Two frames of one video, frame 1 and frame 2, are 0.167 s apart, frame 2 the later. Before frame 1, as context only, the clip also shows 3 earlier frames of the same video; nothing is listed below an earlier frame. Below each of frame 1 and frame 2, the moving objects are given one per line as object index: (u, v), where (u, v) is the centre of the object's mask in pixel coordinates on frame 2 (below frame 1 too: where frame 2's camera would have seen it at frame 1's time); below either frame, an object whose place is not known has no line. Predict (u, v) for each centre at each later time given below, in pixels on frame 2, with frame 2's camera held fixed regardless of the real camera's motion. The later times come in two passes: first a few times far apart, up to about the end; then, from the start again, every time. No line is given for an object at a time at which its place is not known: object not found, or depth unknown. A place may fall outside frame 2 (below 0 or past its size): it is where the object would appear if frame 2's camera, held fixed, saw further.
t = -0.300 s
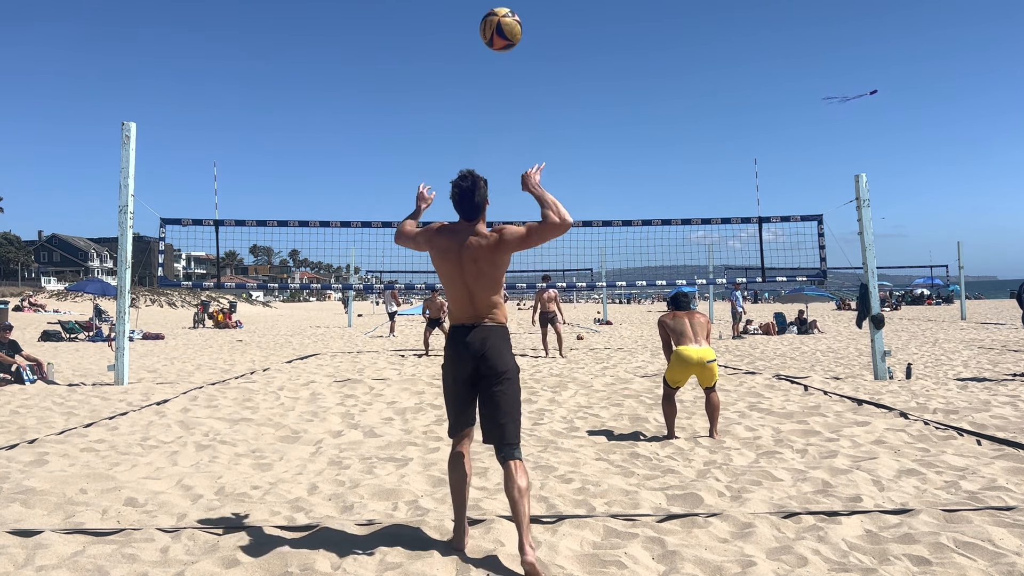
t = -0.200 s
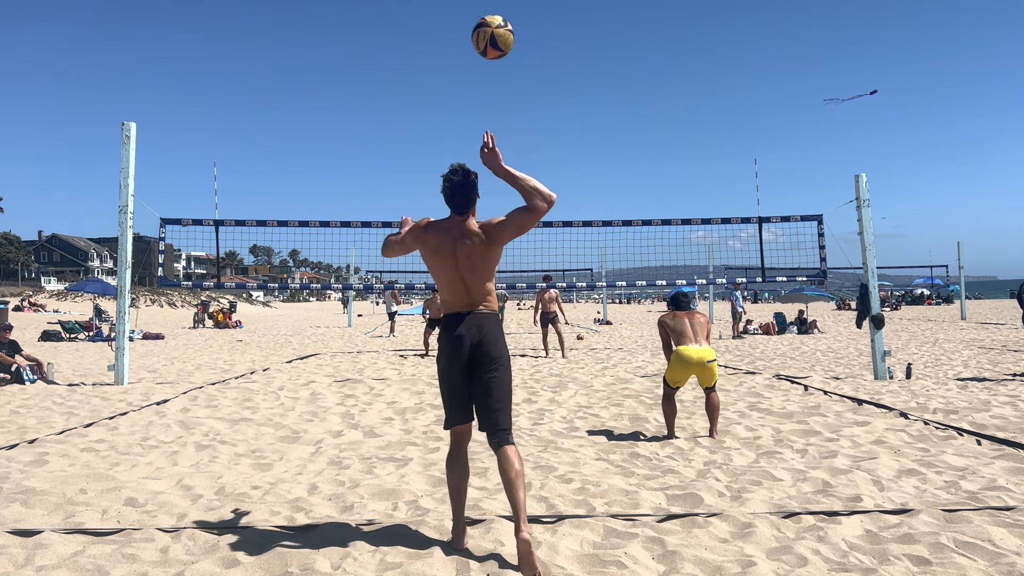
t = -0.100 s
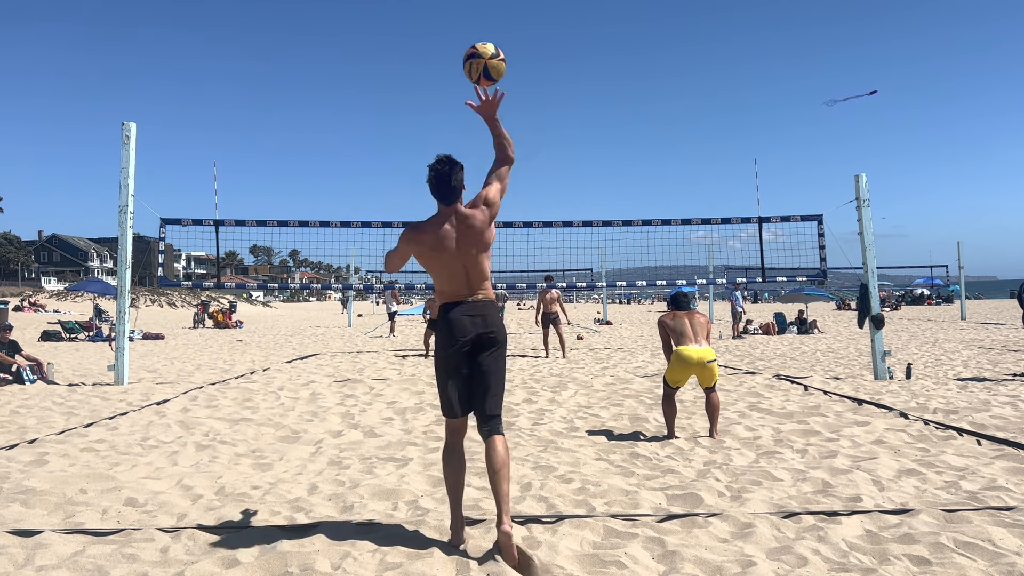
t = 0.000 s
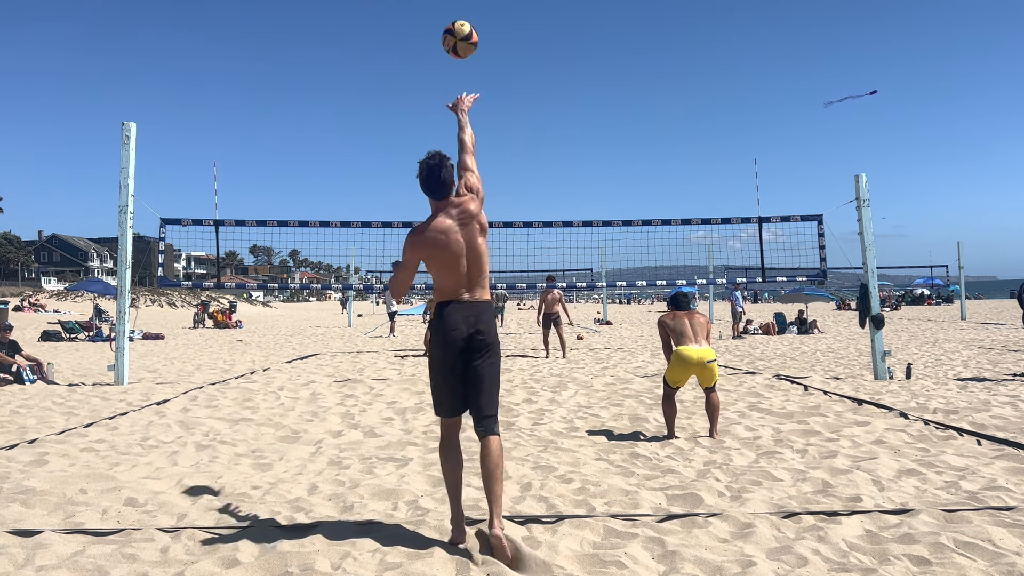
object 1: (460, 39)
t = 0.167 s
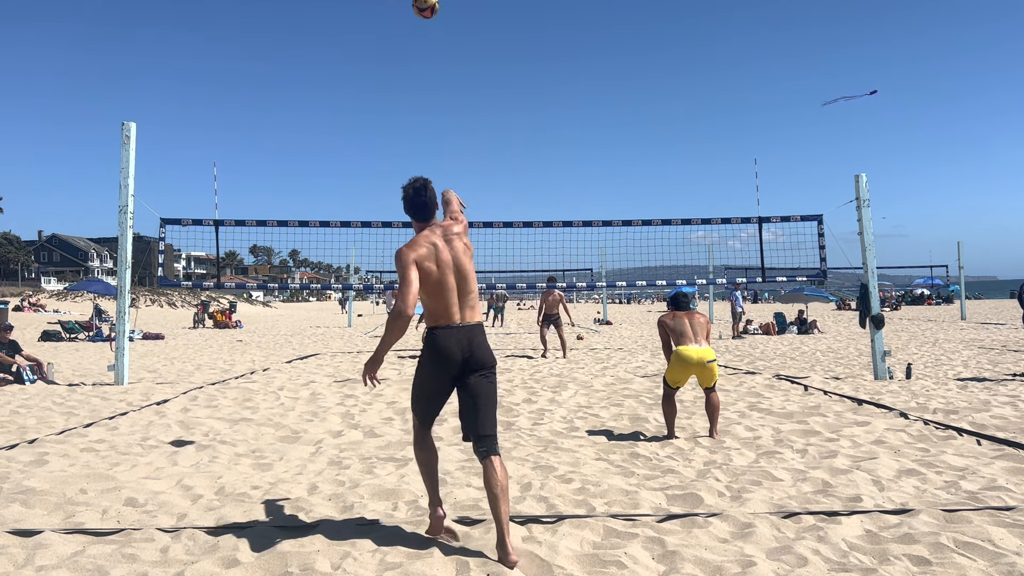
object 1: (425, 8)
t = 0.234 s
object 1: (416, 7)
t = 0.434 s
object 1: (394, 27)
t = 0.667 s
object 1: (378, 81)
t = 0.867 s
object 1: (368, 141)
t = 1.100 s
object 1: (355, 218)
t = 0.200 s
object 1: (420, 8)
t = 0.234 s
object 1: (416, 7)
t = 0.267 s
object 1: (412, 8)
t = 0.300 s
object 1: (408, 9)
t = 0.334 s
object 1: (404, 11)
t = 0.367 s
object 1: (400, 16)
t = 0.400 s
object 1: (397, 21)
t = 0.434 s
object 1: (394, 27)
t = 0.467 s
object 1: (392, 34)
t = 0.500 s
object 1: (389, 41)
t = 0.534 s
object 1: (387, 48)
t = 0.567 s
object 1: (384, 56)
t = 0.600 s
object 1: (382, 64)
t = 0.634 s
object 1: (380, 73)
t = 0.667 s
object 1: (378, 81)
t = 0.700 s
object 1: (376, 91)
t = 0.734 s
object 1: (375, 100)
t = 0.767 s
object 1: (373, 110)
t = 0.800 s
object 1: (371, 120)
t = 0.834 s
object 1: (369, 131)
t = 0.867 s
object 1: (368, 141)
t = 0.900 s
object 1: (366, 152)
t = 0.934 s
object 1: (364, 163)
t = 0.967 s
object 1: (362, 174)
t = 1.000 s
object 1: (360, 185)
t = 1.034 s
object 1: (358, 197)
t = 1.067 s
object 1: (356, 208)
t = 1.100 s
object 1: (355, 218)
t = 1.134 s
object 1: (353, 232)
